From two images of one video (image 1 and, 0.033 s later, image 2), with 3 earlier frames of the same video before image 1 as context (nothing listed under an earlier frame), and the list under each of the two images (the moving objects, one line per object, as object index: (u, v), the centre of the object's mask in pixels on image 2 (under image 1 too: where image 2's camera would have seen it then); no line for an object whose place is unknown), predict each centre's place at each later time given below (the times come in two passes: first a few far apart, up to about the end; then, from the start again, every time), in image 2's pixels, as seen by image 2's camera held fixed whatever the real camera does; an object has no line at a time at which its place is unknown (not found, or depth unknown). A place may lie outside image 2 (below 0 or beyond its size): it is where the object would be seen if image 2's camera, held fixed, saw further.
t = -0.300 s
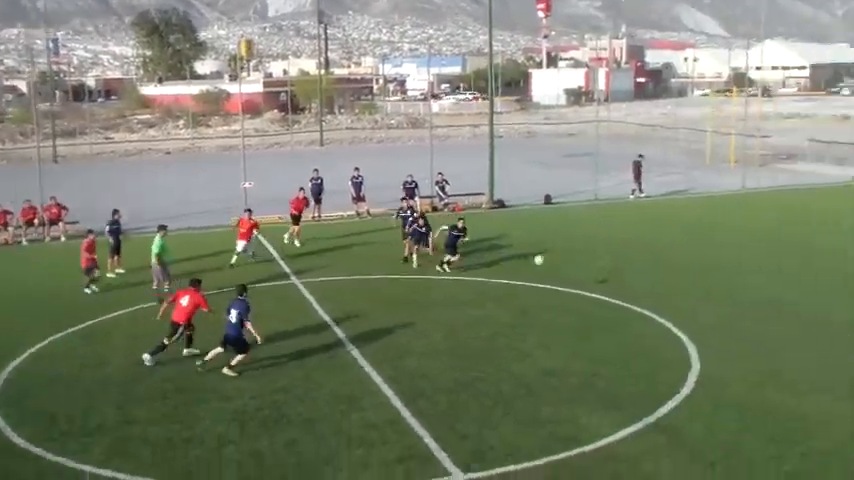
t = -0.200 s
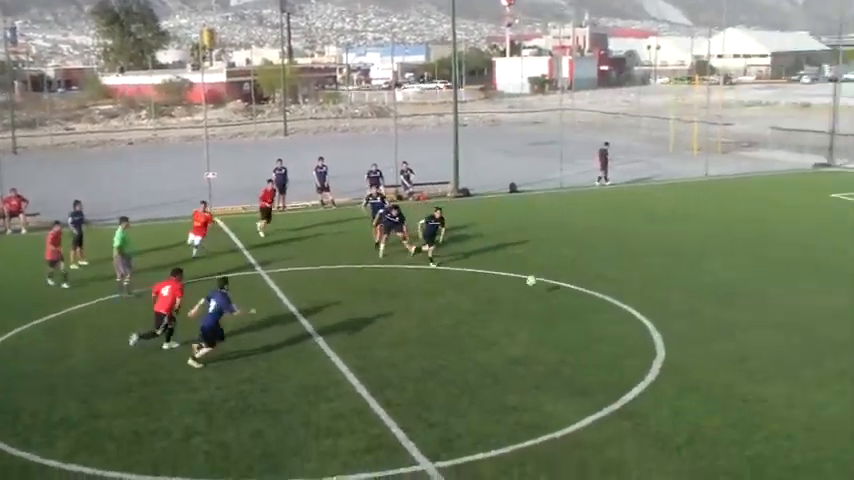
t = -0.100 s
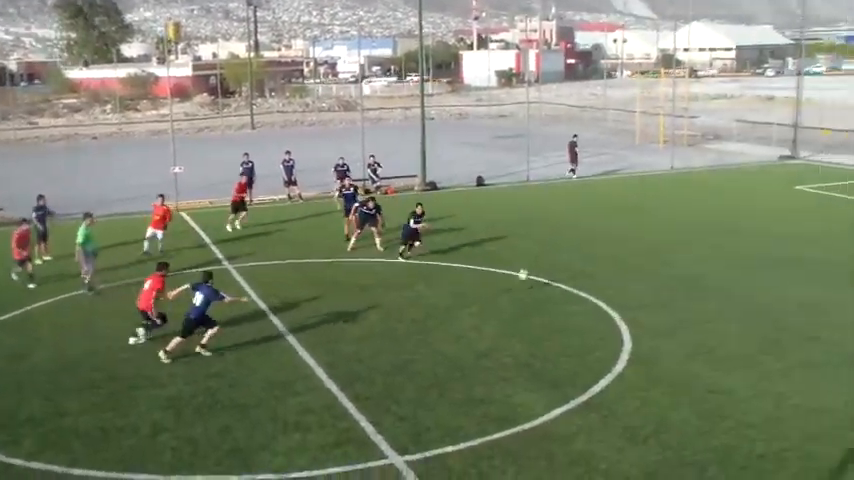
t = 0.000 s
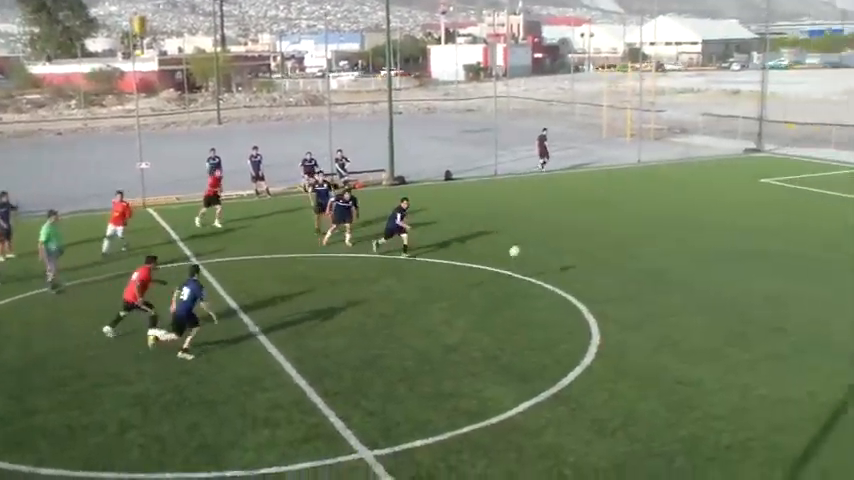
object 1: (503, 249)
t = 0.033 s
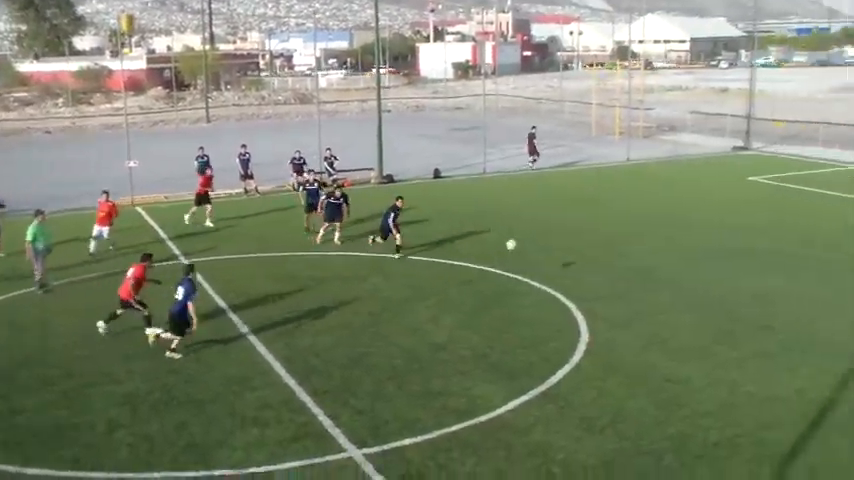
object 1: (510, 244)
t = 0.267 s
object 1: (562, 225)
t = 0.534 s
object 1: (628, 239)
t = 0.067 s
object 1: (517, 240)
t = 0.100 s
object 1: (525, 236)
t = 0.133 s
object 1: (532, 232)
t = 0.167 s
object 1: (540, 230)
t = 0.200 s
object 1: (548, 227)
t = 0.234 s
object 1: (555, 226)
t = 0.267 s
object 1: (562, 225)
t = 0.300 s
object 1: (570, 225)
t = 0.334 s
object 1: (578, 225)
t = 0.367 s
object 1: (586, 225)
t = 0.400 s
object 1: (594, 227)
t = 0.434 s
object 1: (602, 229)
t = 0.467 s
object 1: (611, 231)
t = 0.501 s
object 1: (619, 234)
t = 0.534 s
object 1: (628, 239)
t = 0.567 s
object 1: (636, 244)
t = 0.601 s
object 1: (645, 249)
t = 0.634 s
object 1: (654, 255)
